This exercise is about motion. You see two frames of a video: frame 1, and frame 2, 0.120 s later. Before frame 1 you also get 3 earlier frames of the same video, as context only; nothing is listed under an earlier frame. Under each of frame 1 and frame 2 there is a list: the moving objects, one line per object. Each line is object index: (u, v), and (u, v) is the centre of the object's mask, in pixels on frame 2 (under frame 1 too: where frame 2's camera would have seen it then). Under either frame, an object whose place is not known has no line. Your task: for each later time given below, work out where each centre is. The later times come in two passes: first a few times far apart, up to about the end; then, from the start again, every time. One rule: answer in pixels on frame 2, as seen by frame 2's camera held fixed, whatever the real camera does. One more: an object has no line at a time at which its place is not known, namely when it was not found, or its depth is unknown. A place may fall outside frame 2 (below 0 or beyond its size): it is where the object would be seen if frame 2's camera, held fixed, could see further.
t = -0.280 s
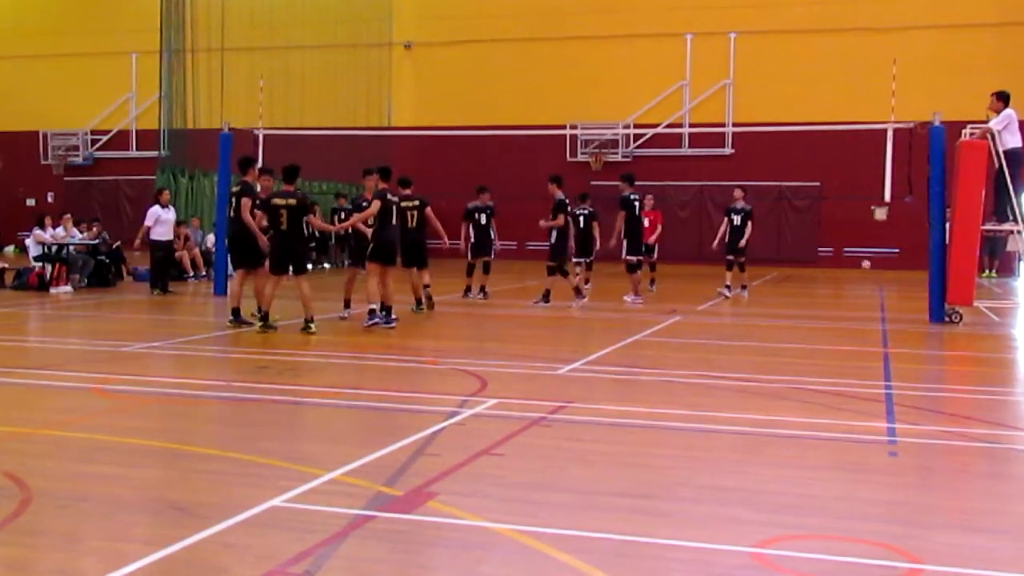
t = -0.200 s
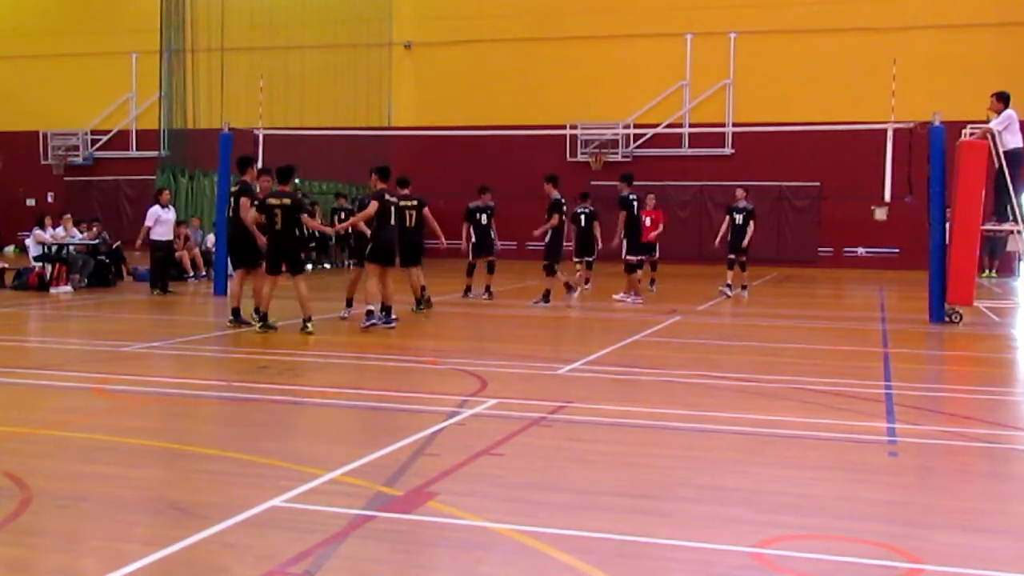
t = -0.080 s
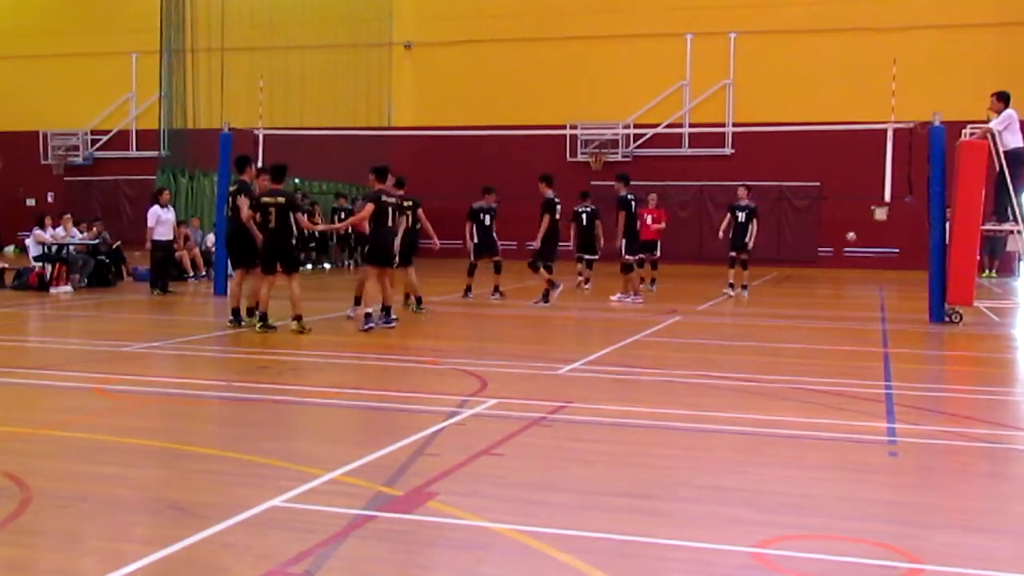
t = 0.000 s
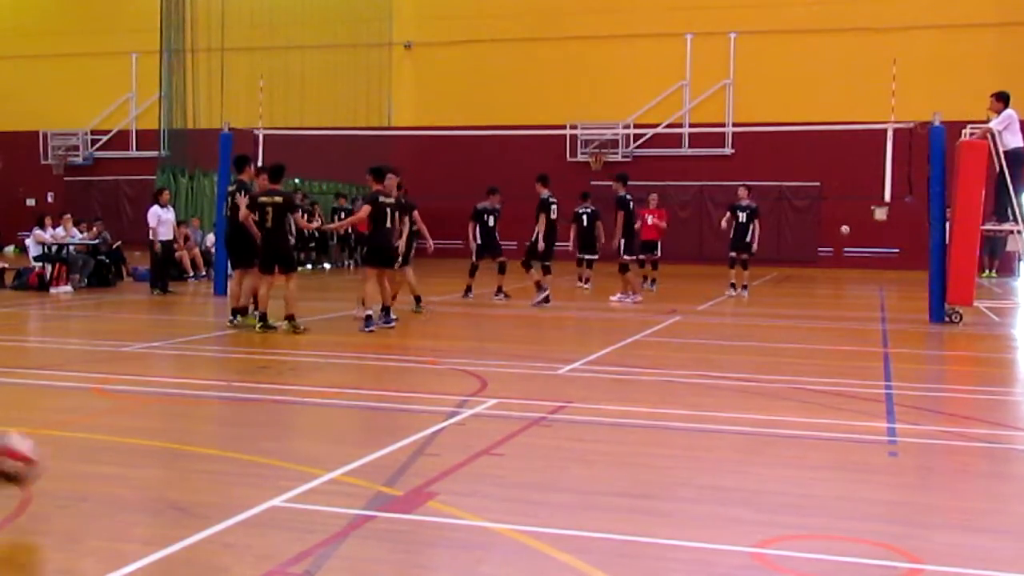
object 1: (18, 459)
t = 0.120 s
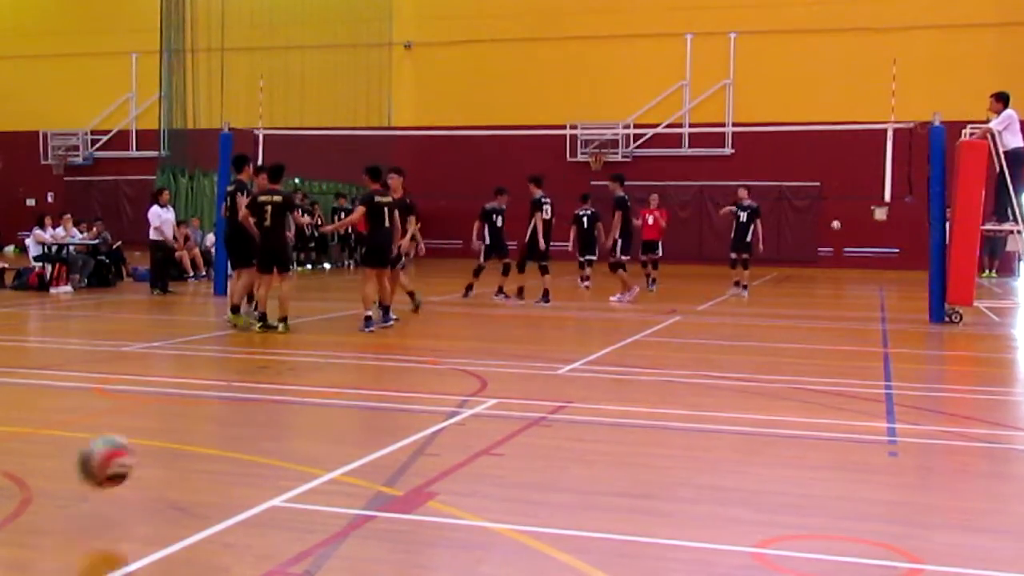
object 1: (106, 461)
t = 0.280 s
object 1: (204, 420)
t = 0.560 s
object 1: (377, 499)
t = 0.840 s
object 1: (561, 459)
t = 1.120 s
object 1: (743, 492)
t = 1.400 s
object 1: (927, 535)
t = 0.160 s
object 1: (131, 445)
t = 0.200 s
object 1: (154, 433)
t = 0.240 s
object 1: (179, 424)
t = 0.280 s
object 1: (204, 420)
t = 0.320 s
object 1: (230, 419)
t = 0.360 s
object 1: (254, 422)
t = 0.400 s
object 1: (281, 431)
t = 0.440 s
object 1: (304, 441)
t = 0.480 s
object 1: (329, 457)
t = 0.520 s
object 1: (354, 477)
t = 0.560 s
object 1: (377, 499)
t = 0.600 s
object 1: (405, 500)
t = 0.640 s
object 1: (433, 483)
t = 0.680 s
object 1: (457, 472)
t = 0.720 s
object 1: (482, 462)
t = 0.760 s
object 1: (509, 456)
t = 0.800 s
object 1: (533, 456)
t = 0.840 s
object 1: (561, 459)
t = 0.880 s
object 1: (587, 467)
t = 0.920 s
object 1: (612, 478)
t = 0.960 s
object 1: (637, 494)
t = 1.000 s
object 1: (663, 514)
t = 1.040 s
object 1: (691, 514)
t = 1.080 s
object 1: (717, 501)
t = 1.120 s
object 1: (743, 492)
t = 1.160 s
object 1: (771, 485)
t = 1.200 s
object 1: (795, 484)
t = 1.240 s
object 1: (823, 488)
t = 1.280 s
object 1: (849, 494)
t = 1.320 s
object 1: (875, 506)
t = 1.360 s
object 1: (902, 522)
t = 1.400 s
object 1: (927, 535)
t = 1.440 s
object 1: (955, 521)
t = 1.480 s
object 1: (983, 512)
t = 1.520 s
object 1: (1004, 510)
